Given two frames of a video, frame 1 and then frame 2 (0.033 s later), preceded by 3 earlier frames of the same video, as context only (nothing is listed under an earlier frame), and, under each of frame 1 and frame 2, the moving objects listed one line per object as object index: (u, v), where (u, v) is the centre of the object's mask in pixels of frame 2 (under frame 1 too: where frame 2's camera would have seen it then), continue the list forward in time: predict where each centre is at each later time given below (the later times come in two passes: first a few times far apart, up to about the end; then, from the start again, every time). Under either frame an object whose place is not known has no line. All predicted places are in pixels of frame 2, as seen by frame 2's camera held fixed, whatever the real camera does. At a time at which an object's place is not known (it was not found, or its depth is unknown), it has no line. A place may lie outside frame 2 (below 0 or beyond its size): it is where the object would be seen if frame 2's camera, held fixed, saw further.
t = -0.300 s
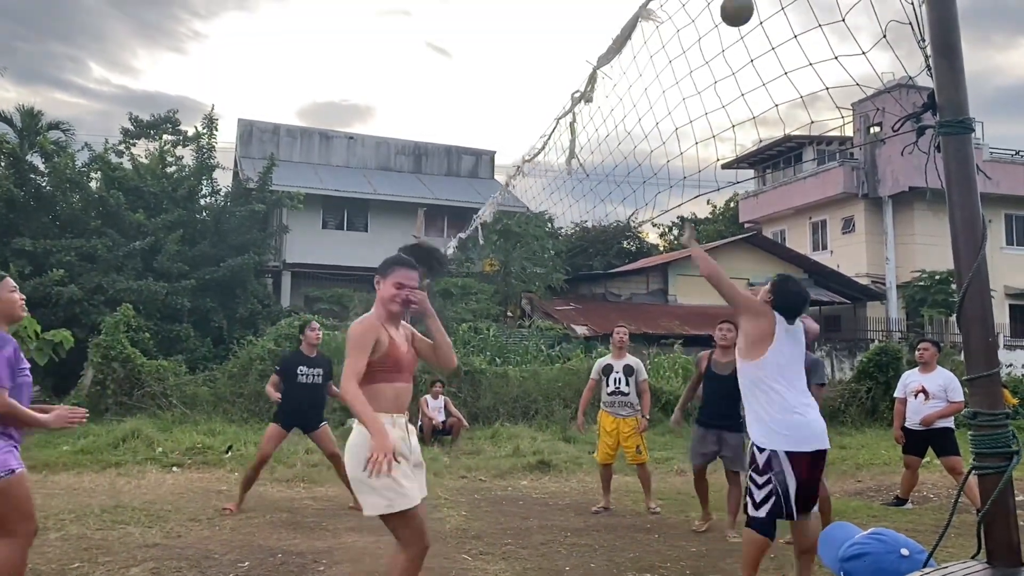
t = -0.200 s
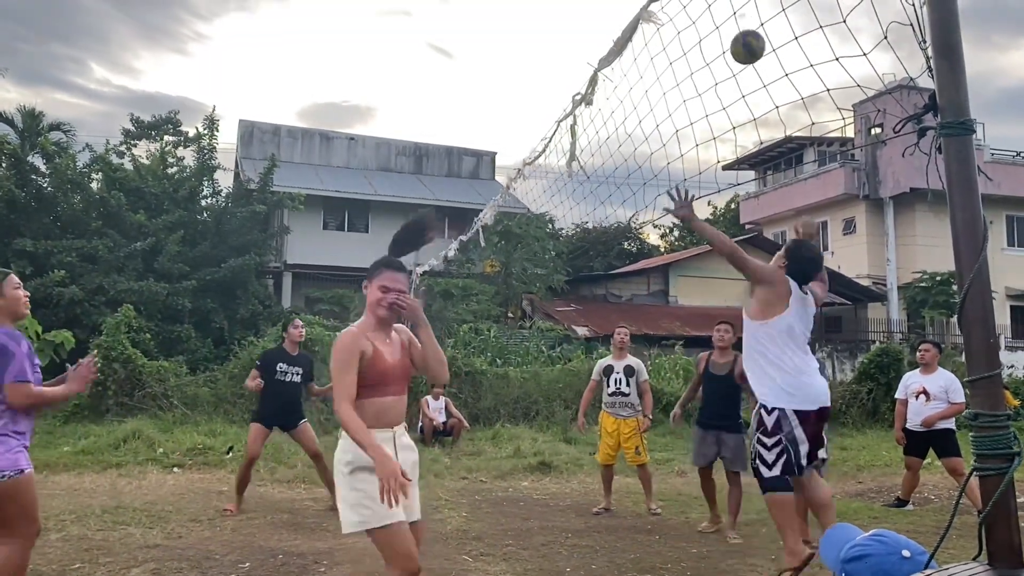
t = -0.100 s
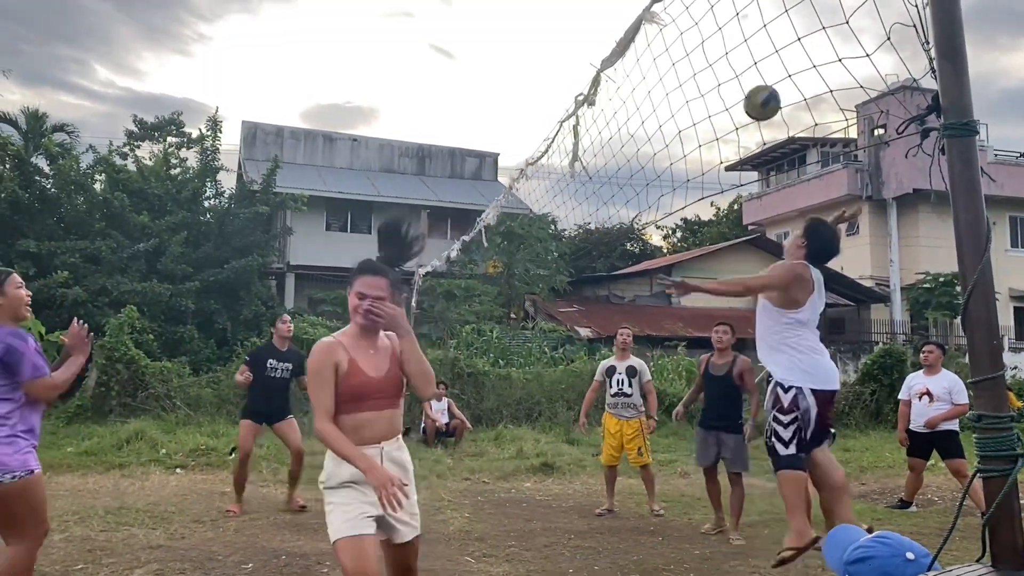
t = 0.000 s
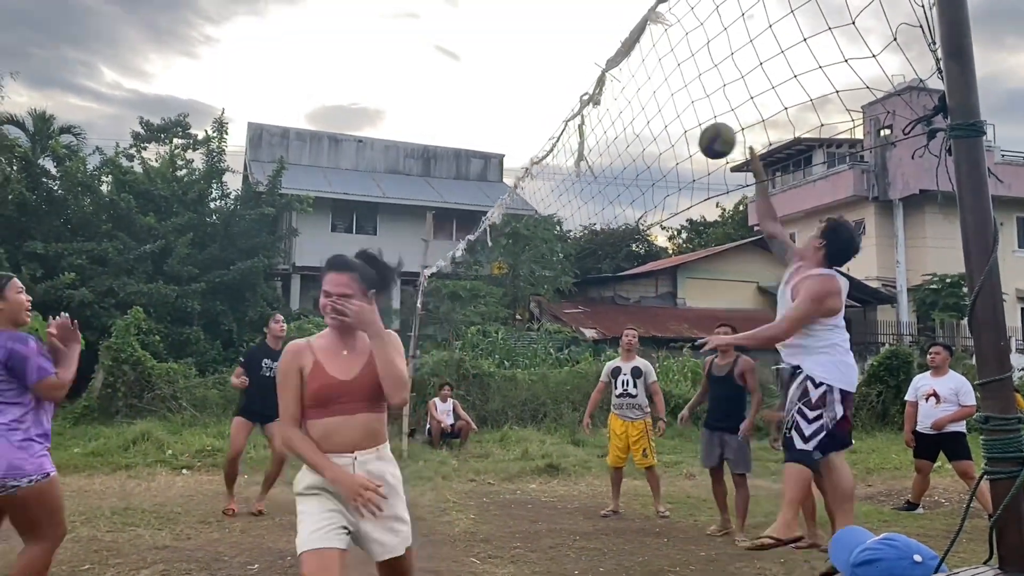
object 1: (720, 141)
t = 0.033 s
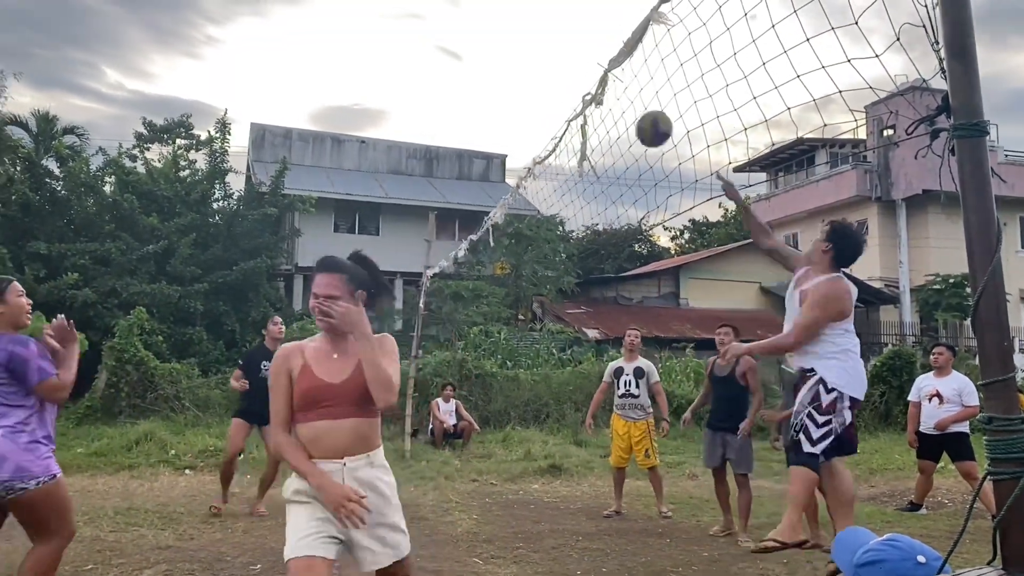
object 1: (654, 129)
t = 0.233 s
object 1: (263, 87)
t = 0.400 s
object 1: (-58, 92)
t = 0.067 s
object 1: (588, 119)
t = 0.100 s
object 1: (523, 109)
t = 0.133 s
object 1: (458, 102)
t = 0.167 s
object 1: (393, 95)
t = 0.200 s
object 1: (328, 91)
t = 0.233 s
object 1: (263, 87)
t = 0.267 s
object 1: (198, 85)
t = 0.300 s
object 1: (132, 84)
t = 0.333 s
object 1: (66, 85)
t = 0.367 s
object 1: (3, 87)
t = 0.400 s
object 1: (-58, 92)
